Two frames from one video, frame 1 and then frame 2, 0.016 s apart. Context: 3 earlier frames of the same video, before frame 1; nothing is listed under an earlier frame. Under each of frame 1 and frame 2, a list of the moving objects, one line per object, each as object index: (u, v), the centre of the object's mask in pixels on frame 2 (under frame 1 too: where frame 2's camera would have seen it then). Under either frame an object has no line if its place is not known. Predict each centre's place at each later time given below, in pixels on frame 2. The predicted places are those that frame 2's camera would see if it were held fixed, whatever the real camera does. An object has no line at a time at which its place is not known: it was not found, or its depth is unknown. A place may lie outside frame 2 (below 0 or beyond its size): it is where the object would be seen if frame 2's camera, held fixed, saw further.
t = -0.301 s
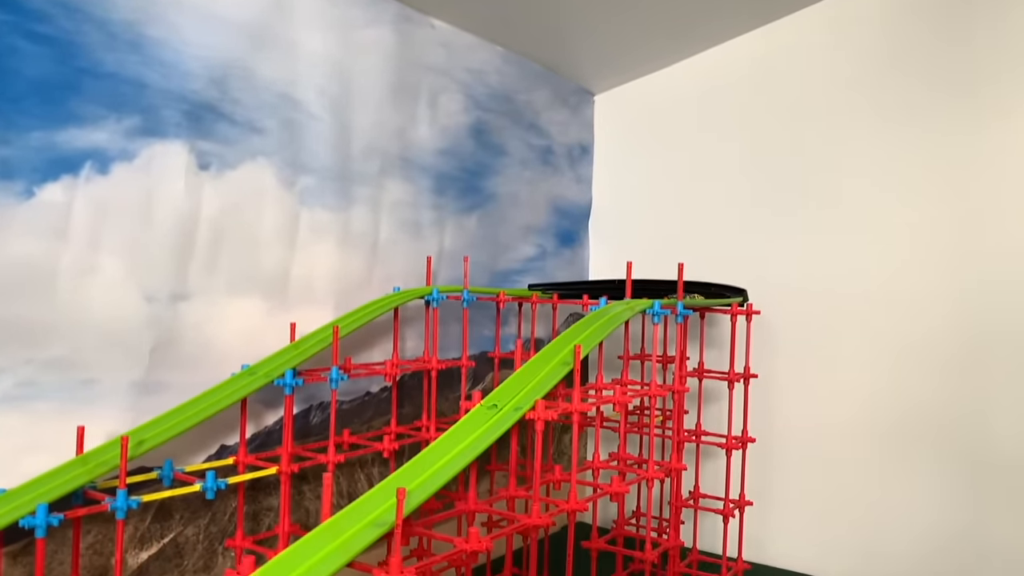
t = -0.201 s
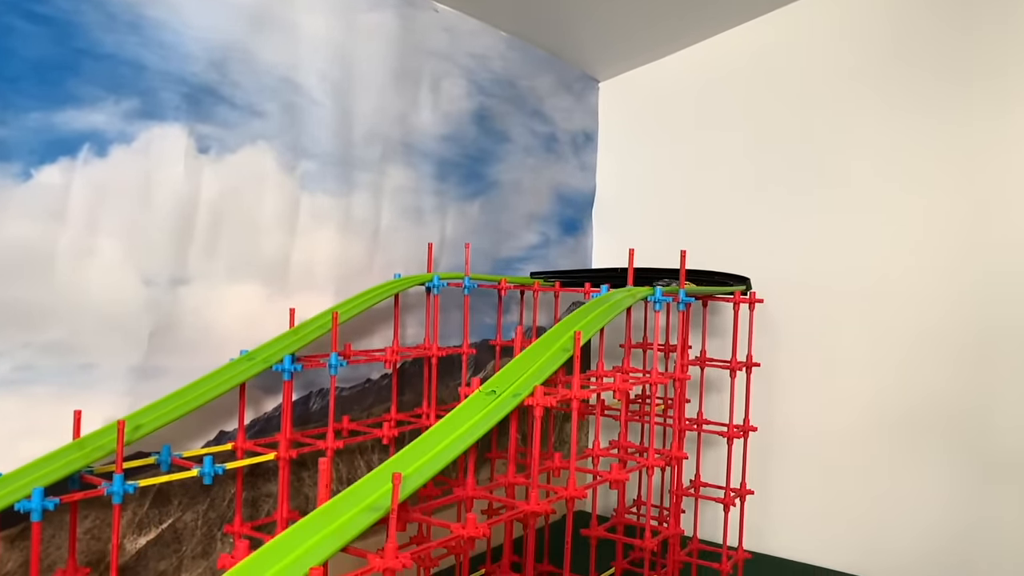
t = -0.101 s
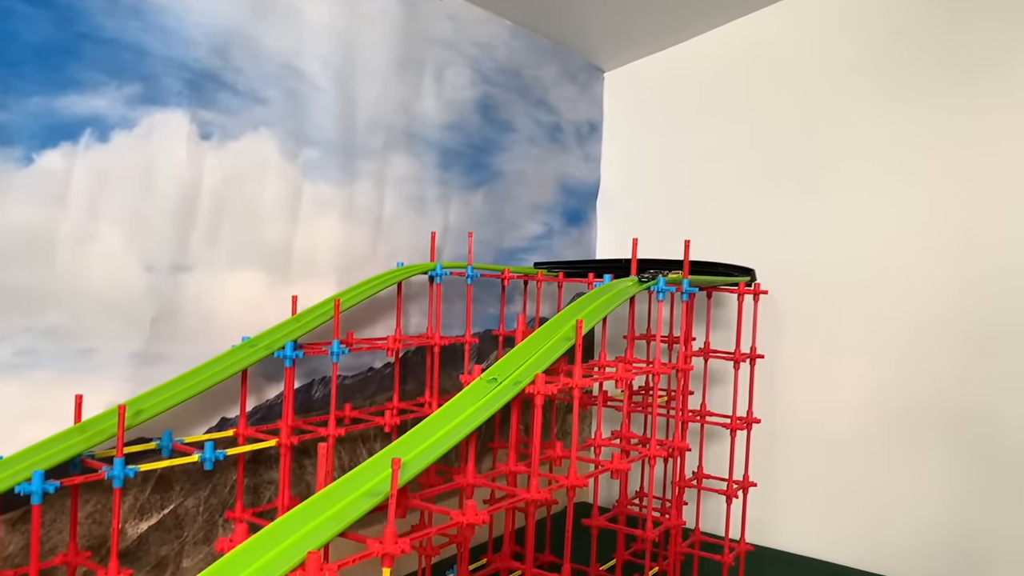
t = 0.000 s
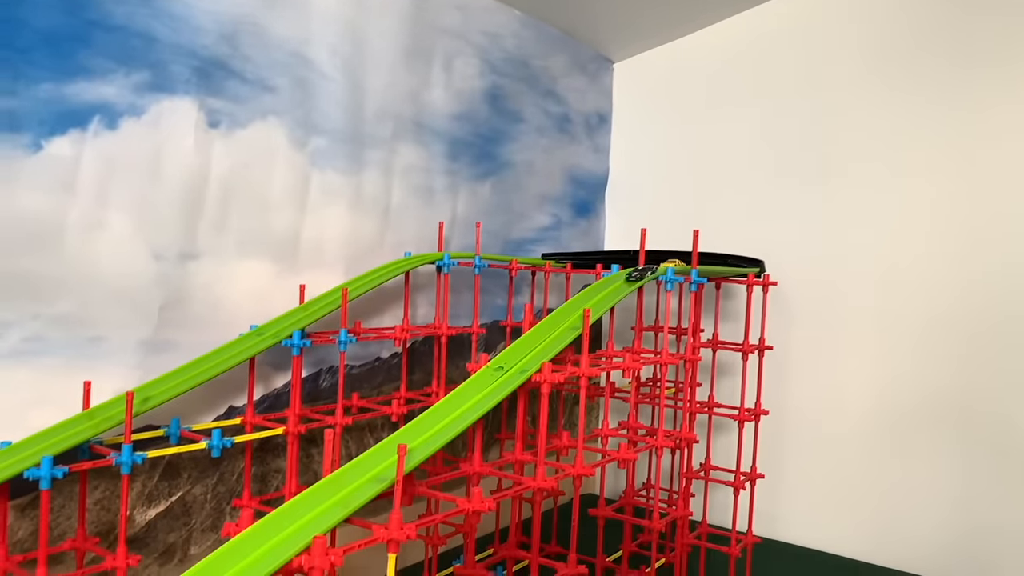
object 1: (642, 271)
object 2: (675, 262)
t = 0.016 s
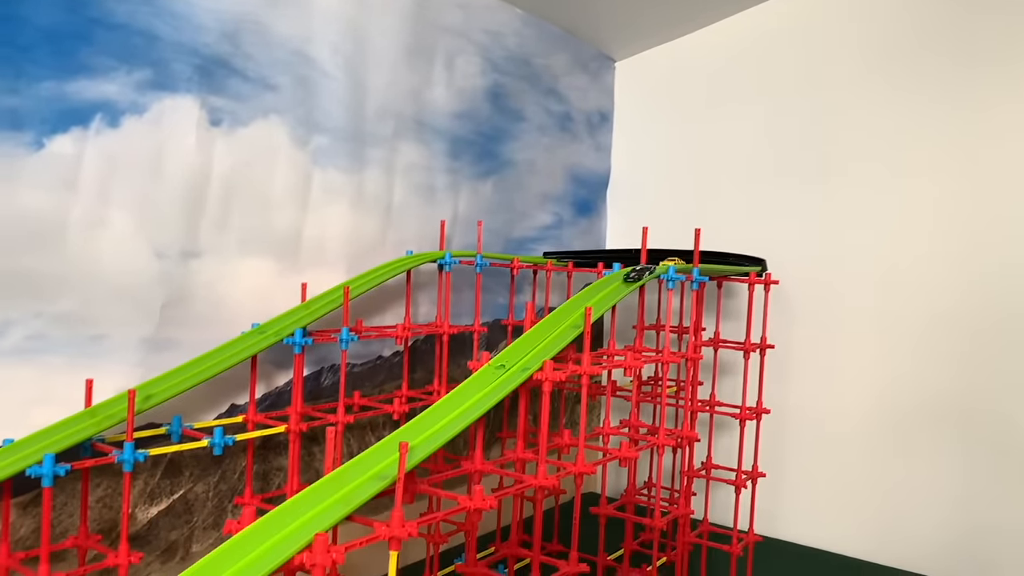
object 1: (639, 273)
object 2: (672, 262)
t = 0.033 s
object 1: (635, 275)
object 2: (670, 261)
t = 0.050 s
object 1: (632, 277)
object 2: (668, 261)
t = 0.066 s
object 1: (628, 280)
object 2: (666, 261)
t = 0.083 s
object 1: (624, 282)
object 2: (664, 261)
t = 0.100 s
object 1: (620, 285)
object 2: (662, 261)
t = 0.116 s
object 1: (616, 288)
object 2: (659, 260)
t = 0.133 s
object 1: (612, 291)
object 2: (658, 260)
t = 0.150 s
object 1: (607, 295)
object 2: (655, 261)
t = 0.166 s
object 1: (603, 298)
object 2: (653, 261)
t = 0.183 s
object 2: (650, 261)
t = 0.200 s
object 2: (648, 262)
